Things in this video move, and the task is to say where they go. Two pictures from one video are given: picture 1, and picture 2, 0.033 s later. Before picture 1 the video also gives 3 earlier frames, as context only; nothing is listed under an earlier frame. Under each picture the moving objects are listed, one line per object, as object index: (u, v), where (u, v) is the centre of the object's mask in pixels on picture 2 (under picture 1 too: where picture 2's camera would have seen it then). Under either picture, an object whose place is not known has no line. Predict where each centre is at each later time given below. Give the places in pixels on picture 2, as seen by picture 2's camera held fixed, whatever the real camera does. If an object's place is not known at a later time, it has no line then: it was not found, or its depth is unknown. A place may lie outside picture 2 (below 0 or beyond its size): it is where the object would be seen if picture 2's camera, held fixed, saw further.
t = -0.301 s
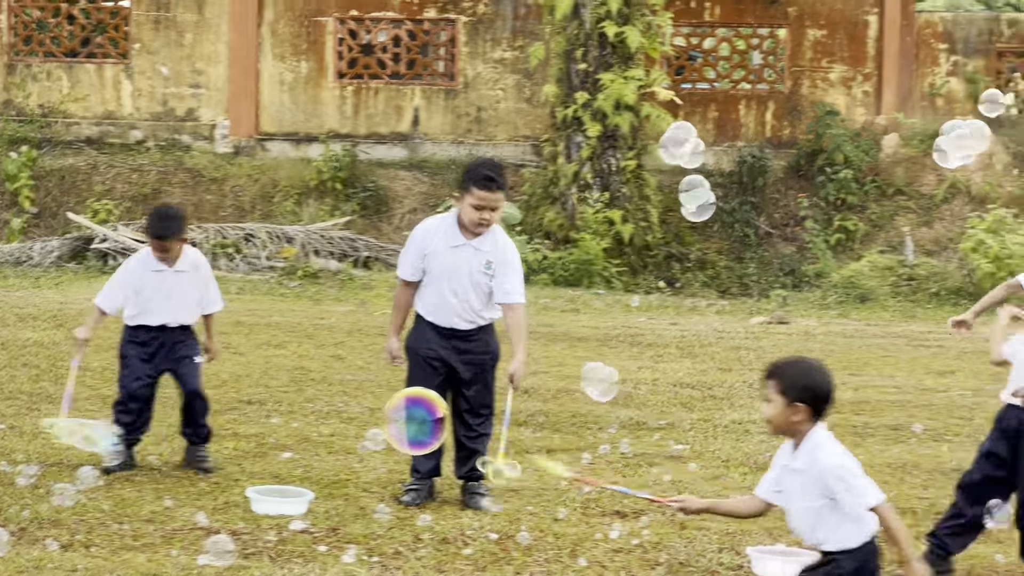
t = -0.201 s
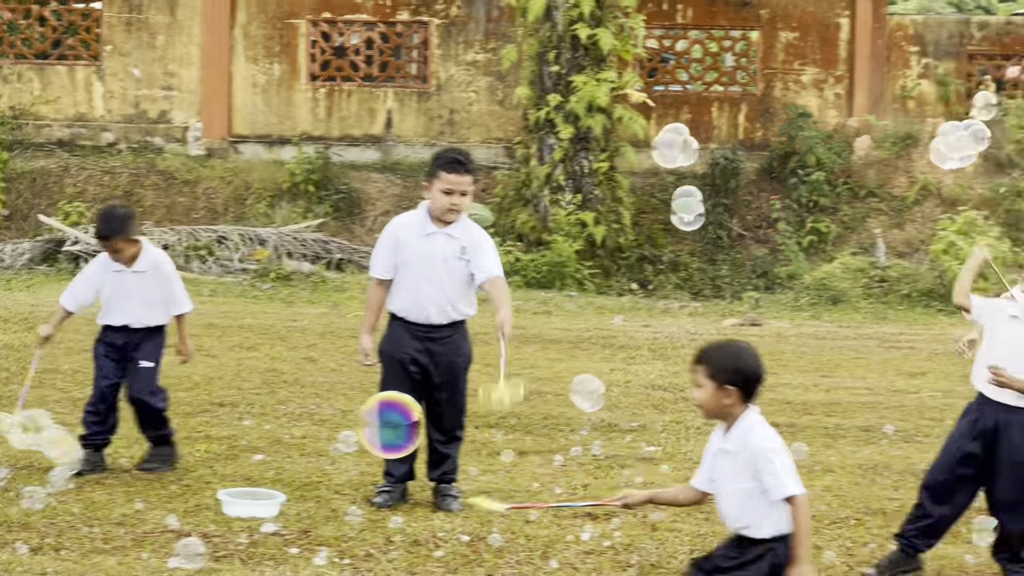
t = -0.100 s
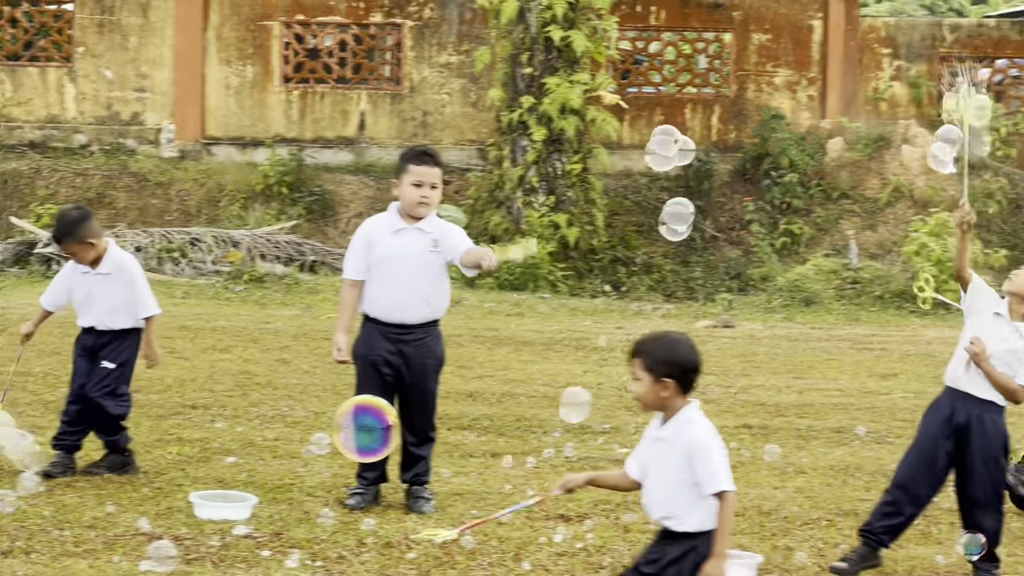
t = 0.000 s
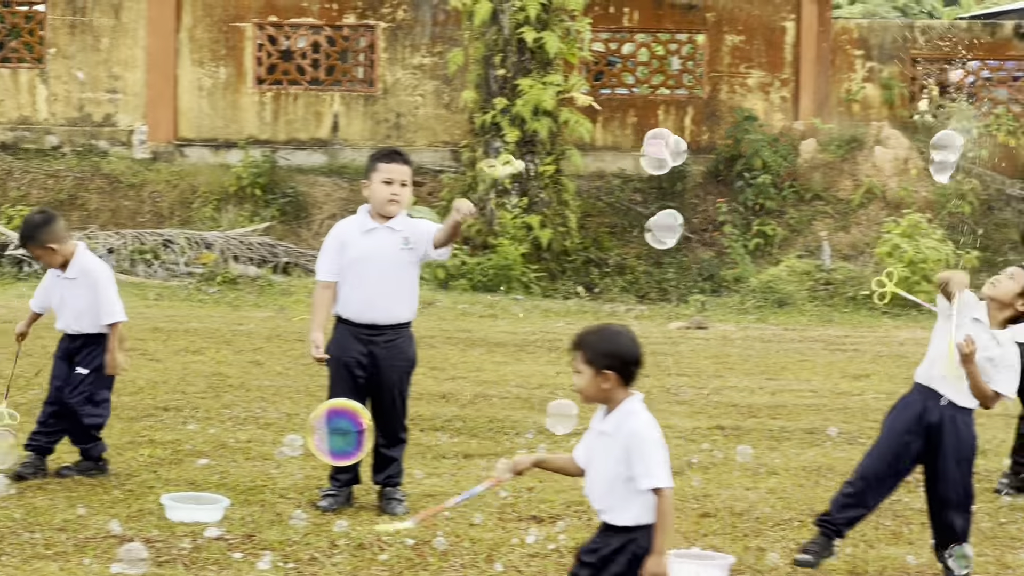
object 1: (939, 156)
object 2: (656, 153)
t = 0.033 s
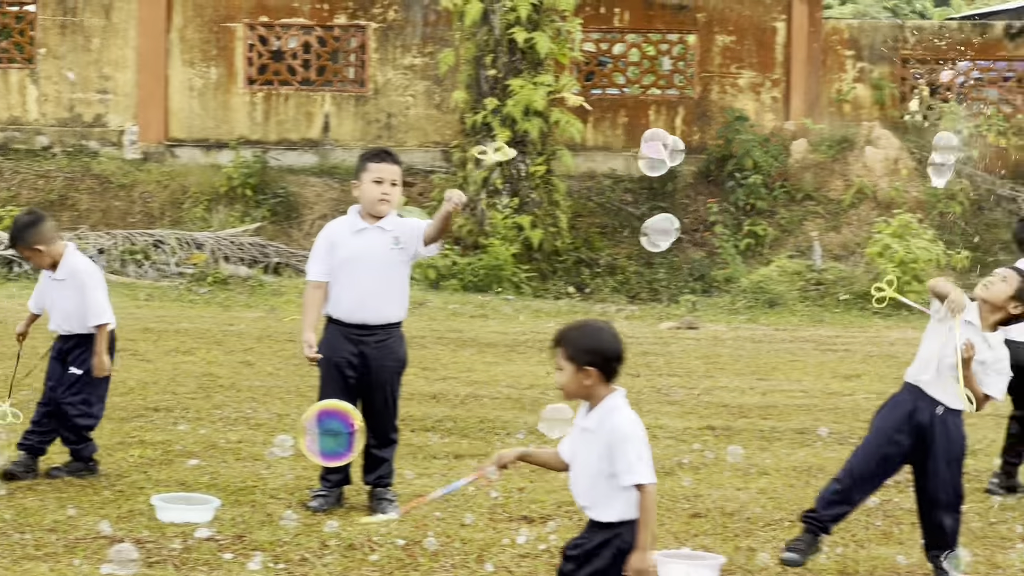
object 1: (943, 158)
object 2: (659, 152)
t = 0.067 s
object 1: (948, 161)
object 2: (663, 152)
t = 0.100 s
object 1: (954, 162)
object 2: (666, 152)
